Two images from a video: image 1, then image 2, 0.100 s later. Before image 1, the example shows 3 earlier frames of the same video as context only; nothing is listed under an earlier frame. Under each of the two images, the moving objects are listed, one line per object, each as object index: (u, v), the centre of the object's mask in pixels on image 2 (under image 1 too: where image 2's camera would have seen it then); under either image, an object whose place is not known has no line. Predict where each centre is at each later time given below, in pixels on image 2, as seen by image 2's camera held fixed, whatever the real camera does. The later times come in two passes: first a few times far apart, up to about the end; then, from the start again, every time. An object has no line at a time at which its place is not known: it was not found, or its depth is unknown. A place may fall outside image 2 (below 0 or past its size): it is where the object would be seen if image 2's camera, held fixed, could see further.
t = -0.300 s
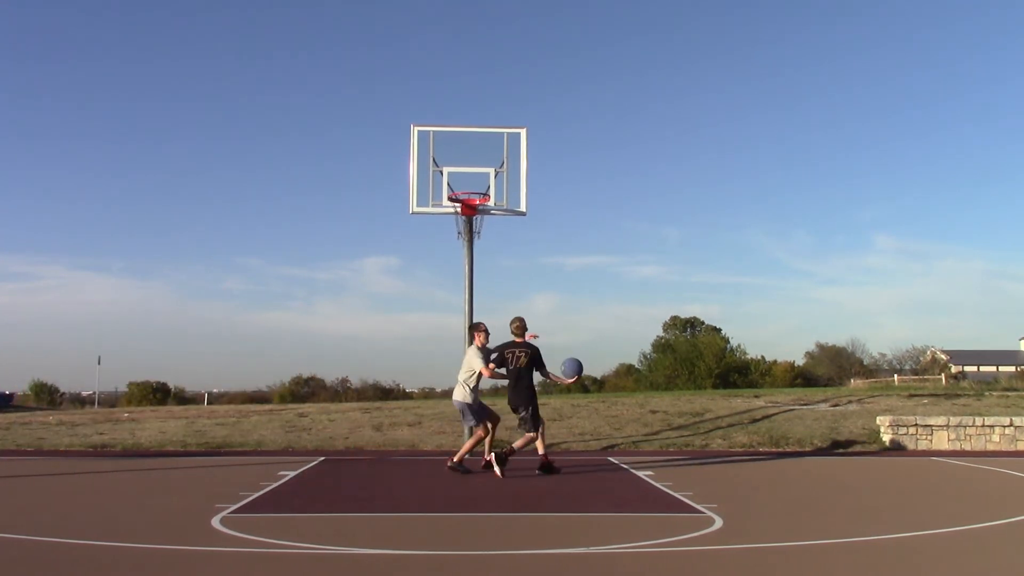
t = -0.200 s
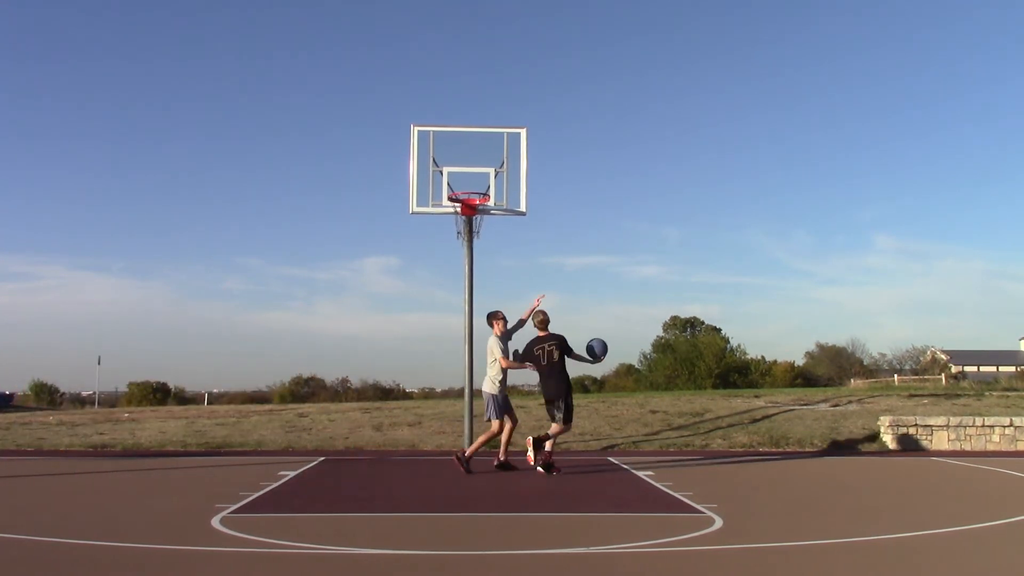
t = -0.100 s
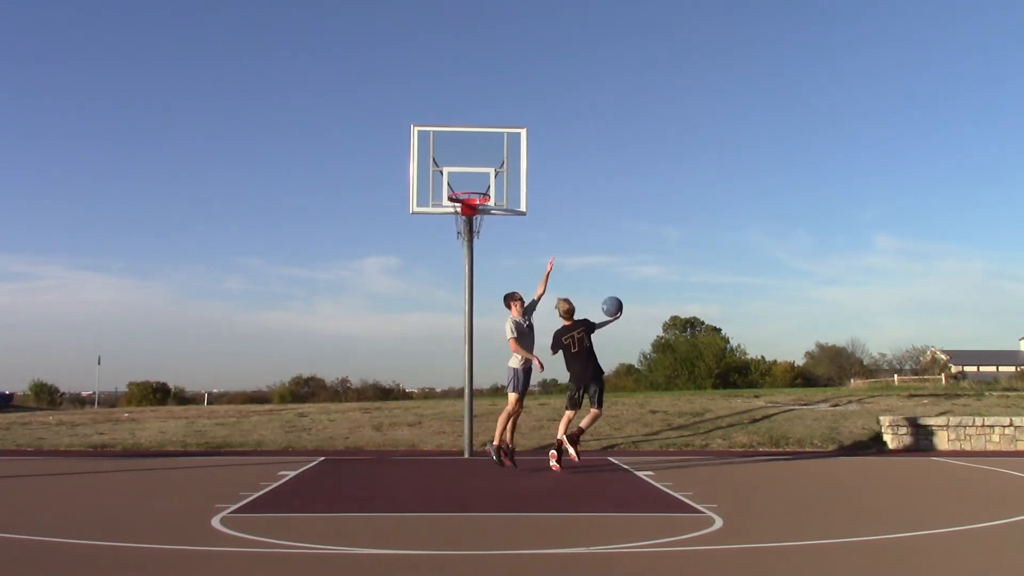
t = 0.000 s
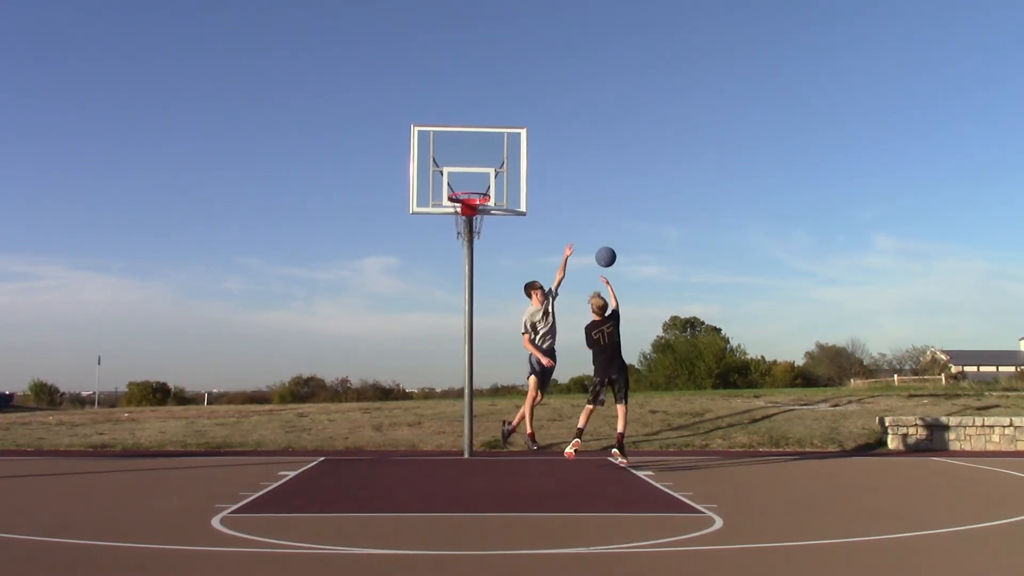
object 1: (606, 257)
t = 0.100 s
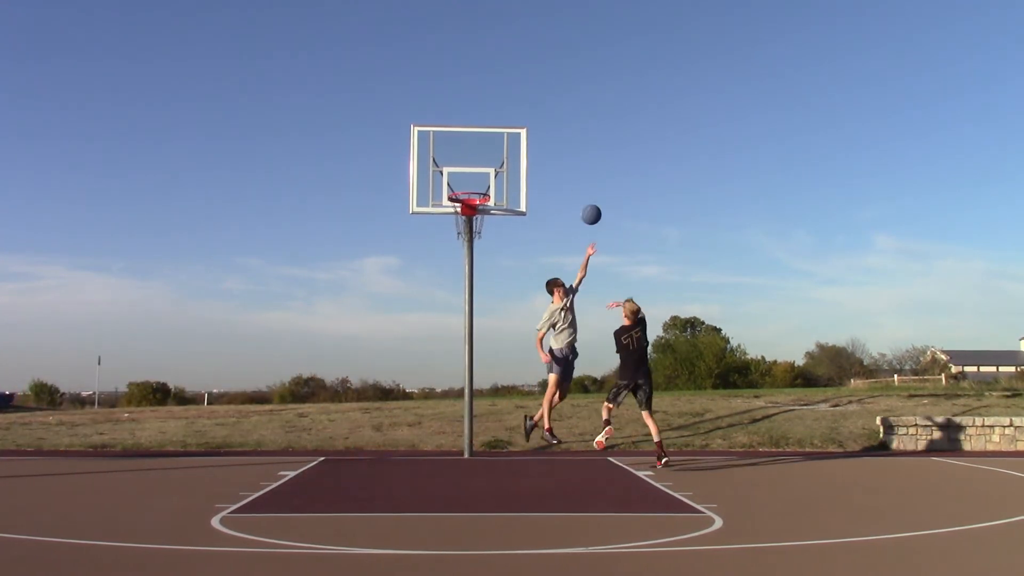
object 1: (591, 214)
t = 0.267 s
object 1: (568, 165)
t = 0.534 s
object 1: (532, 135)
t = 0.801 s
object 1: (532, 149)
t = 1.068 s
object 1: (533, 226)
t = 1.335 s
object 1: (533, 374)
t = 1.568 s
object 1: (542, 401)
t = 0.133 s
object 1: (586, 202)
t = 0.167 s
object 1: (582, 192)
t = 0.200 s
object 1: (577, 182)
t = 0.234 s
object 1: (572, 173)
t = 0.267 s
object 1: (568, 165)
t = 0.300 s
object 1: (563, 158)
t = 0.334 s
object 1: (559, 152)
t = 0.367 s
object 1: (555, 146)
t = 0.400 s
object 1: (550, 142)
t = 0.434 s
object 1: (546, 139)
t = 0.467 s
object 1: (542, 137)
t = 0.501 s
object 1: (537, 135)
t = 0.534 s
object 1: (532, 135)
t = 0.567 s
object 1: (531, 134)
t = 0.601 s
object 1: (531, 133)
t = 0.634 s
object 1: (531, 134)
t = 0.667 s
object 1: (531, 135)
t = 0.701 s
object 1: (531, 137)
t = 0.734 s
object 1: (532, 140)
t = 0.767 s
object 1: (532, 145)
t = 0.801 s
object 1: (532, 149)
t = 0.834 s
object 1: (532, 155)
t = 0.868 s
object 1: (532, 162)
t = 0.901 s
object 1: (532, 170)
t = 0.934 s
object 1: (533, 179)
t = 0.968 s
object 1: (533, 189)
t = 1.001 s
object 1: (533, 201)
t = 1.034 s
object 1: (533, 213)
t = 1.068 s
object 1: (533, 226)
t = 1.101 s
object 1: (533, 240)
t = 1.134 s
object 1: (533, 256)
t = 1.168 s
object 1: (533, 272)
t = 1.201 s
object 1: (533, 290)
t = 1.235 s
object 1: (533, 309)
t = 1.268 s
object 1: (533, 329)
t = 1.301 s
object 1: (533, 351)
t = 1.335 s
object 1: (533, 374)
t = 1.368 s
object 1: (533, 397)
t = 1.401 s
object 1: (533, 423)
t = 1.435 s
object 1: (533, 449)
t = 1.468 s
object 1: (534, 461)
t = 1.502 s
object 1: (536, 440)
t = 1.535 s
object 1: (539, 420)
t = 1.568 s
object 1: (542, 401)
